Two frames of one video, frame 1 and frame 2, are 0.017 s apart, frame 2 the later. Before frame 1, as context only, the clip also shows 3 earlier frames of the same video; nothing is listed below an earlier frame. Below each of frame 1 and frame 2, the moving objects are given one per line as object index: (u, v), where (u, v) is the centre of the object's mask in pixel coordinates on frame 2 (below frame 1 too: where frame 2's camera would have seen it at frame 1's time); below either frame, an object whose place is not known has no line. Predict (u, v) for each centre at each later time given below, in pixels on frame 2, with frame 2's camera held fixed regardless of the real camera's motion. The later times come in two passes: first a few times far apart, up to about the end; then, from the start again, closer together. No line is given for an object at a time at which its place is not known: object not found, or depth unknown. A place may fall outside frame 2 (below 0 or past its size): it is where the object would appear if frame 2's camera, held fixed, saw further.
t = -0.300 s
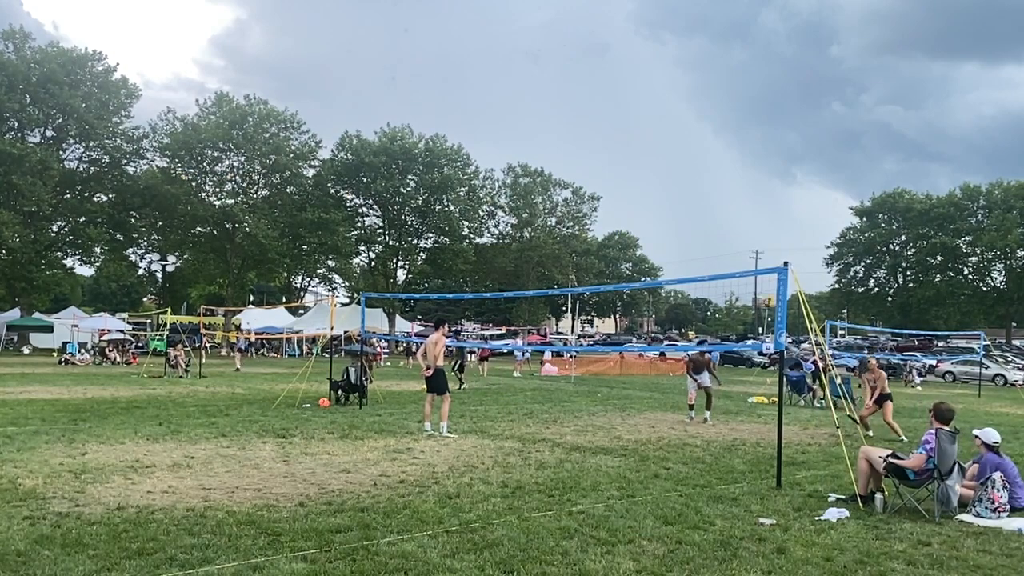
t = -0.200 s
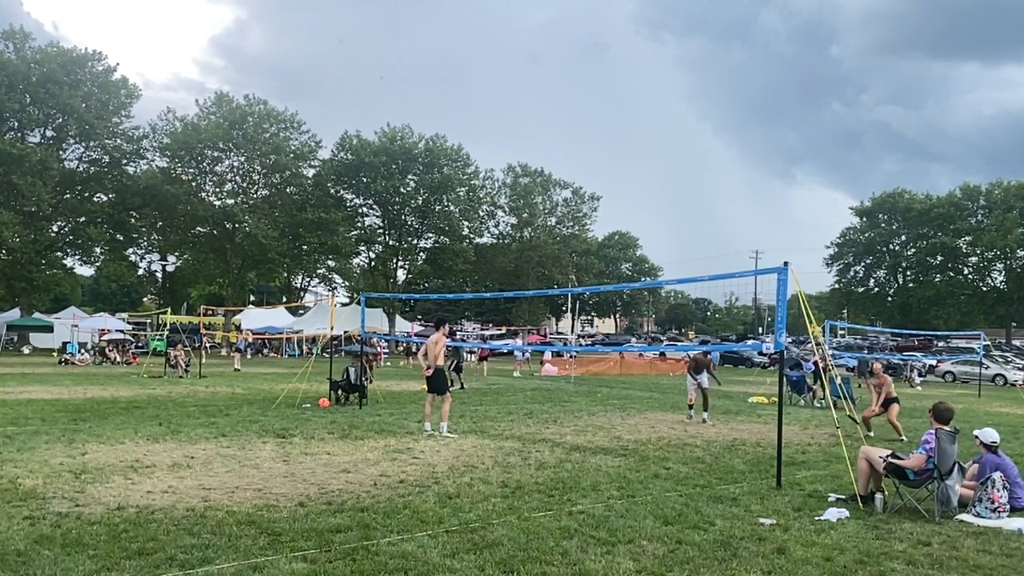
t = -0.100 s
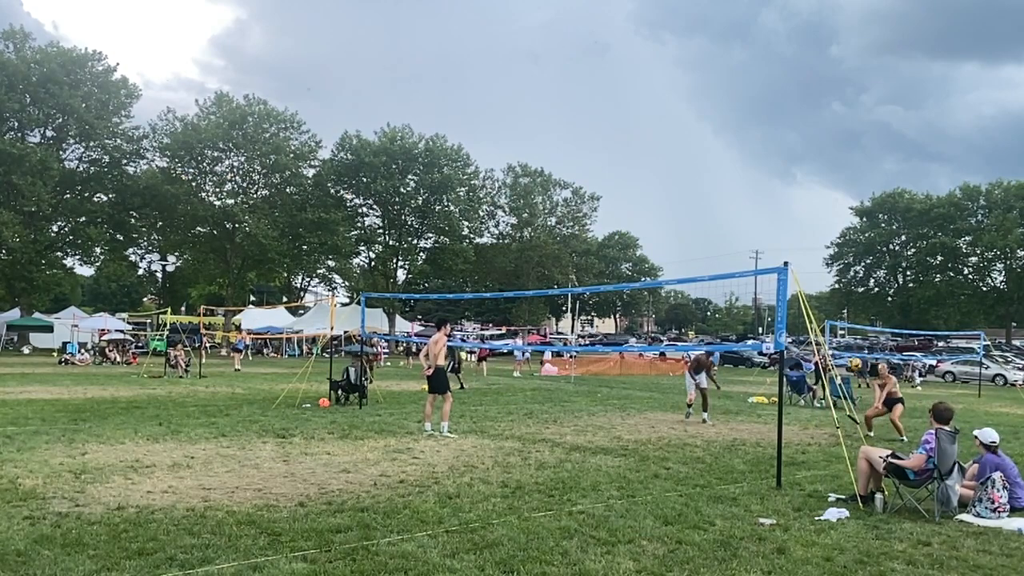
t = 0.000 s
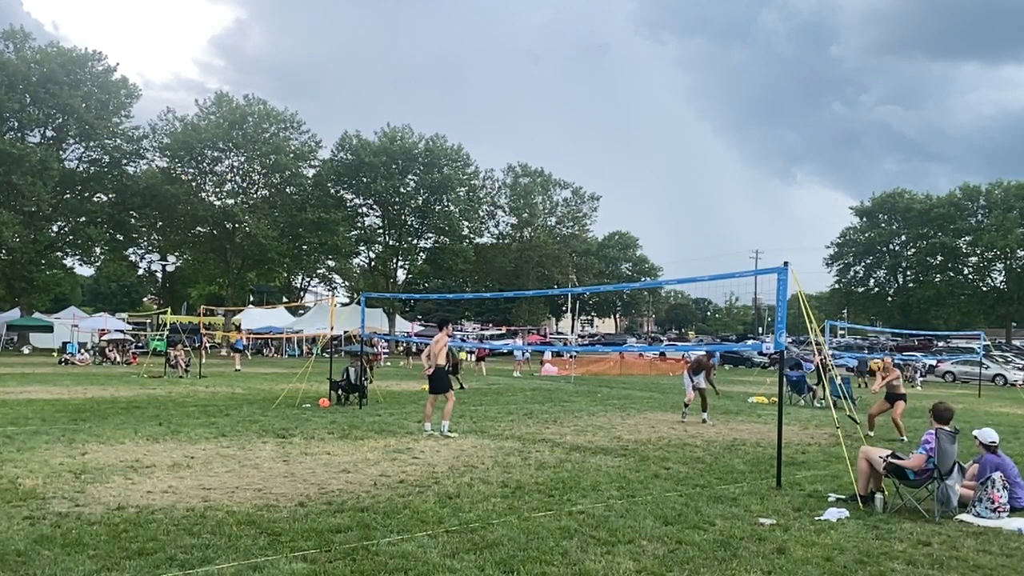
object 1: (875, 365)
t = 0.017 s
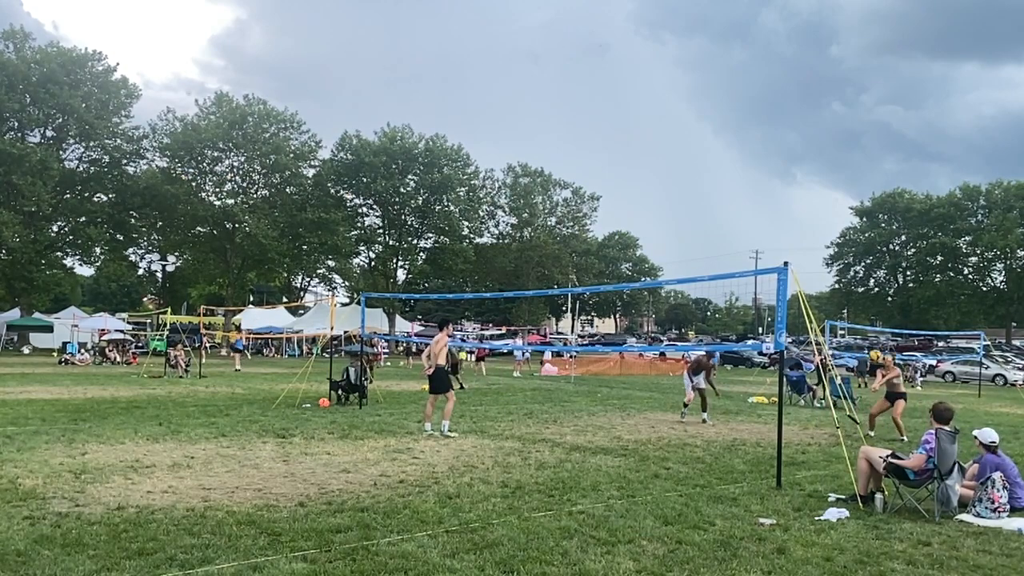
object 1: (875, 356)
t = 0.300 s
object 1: (862, 228)
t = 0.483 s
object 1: (854, 171)
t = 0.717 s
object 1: (845, 125)
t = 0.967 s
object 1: (837, 111)
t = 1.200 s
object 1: (828, 131)
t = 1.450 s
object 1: (817, 191)
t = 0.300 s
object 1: (862, 228)
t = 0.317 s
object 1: (861, 223)
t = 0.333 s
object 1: (861, 217)
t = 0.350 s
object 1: (859, 211)
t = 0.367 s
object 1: (858, 208)
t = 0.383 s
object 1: (859, 201)
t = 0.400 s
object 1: (858, 196)
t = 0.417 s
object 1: (857, 191)
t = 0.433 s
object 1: (856, 185)
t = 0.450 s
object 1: (855, 181)
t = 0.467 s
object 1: (854, 176)
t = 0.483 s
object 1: (854, 171)
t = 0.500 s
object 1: (854, 167)
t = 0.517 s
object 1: (853, 163)
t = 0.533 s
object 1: (852, 159)
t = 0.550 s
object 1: (851, 155)
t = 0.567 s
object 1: (852, 152)
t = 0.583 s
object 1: (851, 148)
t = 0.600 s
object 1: (850, 144)
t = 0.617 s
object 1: (849, 141)
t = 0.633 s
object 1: (848, 138)
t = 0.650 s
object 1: (848, 135)
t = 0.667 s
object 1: (847, 133)
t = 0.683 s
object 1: (846, 130)
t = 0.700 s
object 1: (846, 128)
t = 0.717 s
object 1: (845, 125)
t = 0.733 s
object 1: (845, 124)
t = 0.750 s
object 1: (844, 121)
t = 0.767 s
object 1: (844, 120)
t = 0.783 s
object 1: (843, 118)
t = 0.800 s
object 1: (842, 116)
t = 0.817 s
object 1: (841, 115)
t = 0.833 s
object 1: (841, 114)
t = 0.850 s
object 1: (840, 113)
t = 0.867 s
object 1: (839, 112)
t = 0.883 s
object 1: (839, 112)
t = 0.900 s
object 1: (839, 111)
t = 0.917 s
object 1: (838, 111)
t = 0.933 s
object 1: (837, 110)
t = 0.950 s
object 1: (837, 111)
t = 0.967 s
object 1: (837, 111)
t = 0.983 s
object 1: (836, 111)
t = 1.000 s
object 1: (835, 112)
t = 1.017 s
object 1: (835, 112)
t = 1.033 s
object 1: (834, 113)
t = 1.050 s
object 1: (833, 114)
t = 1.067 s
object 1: (833, 115)
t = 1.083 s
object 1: (832, 117)
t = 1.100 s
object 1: (831, 118)
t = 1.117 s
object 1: (830, 120)
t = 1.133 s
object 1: (830, 122)
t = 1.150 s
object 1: (830, 124)
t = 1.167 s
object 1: (829, 126)
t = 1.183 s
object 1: (828, 128)
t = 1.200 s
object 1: (828, 131)
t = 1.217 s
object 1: (827, 133)
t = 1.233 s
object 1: (826, 137)
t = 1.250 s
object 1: (825, 140)
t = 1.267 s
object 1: (825, 143)
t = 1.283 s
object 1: (824, 147)
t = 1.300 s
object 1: (823, 150)
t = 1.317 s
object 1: (823, 154)
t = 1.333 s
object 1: (822, 158)
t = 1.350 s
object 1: (822, 162)
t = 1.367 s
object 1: (821, 167)
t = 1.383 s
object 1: (820, 171)
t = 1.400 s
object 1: (819, 176)
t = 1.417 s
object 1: (819, 180)
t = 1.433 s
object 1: (818, 185)
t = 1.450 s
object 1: (817, 191)
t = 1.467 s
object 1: (816, 196)
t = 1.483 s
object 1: (816, 201)
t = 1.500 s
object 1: (815, 207)
